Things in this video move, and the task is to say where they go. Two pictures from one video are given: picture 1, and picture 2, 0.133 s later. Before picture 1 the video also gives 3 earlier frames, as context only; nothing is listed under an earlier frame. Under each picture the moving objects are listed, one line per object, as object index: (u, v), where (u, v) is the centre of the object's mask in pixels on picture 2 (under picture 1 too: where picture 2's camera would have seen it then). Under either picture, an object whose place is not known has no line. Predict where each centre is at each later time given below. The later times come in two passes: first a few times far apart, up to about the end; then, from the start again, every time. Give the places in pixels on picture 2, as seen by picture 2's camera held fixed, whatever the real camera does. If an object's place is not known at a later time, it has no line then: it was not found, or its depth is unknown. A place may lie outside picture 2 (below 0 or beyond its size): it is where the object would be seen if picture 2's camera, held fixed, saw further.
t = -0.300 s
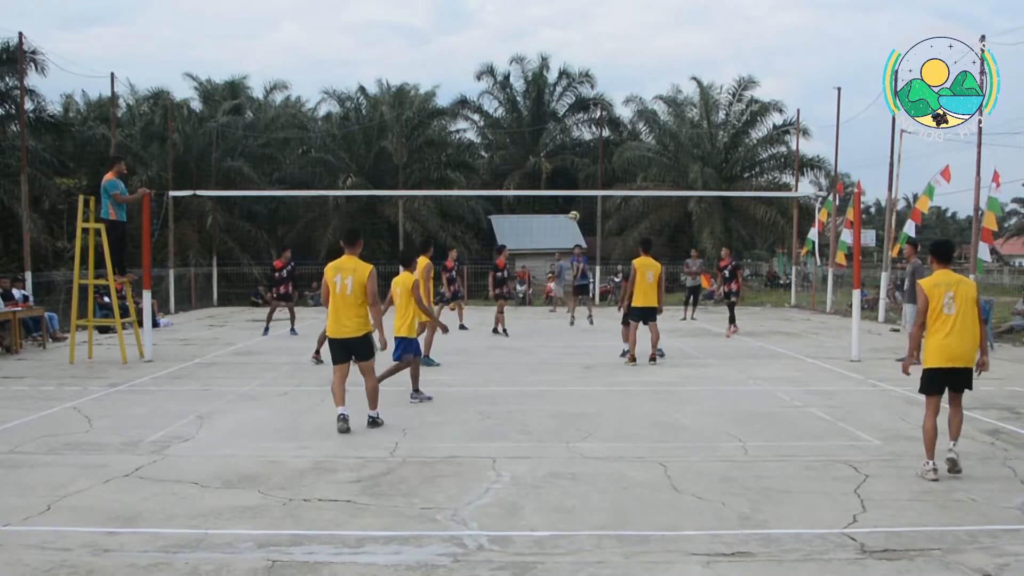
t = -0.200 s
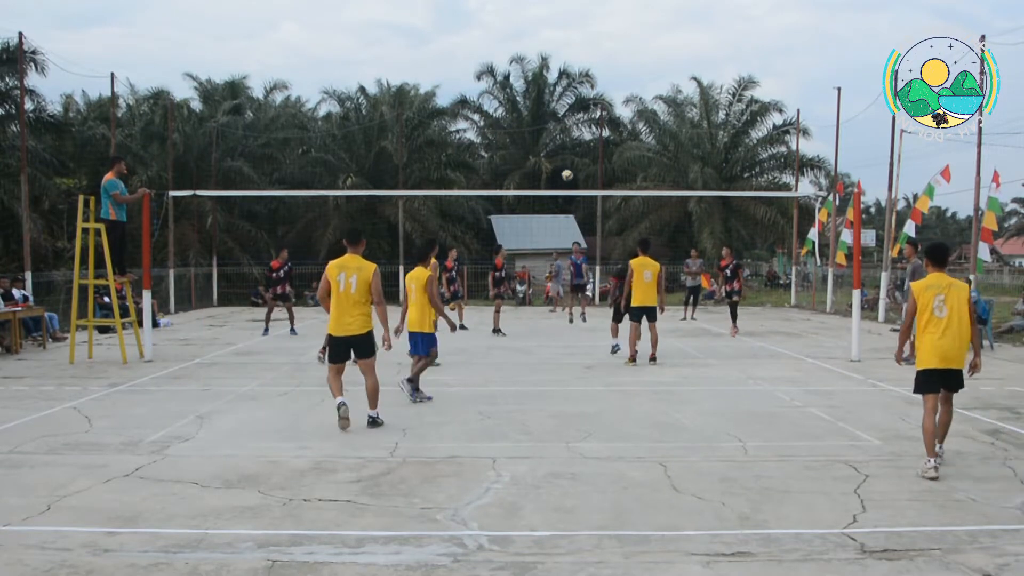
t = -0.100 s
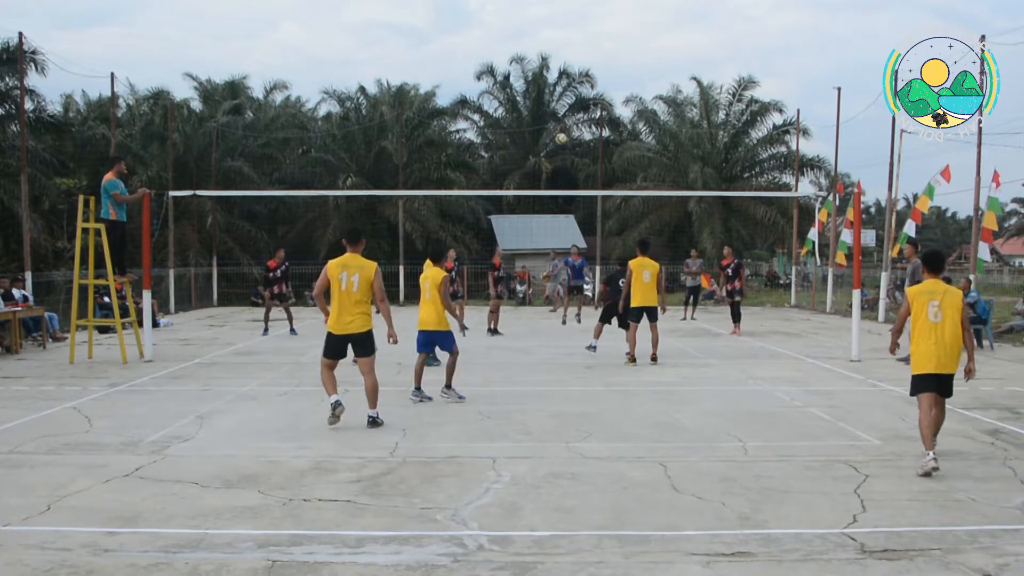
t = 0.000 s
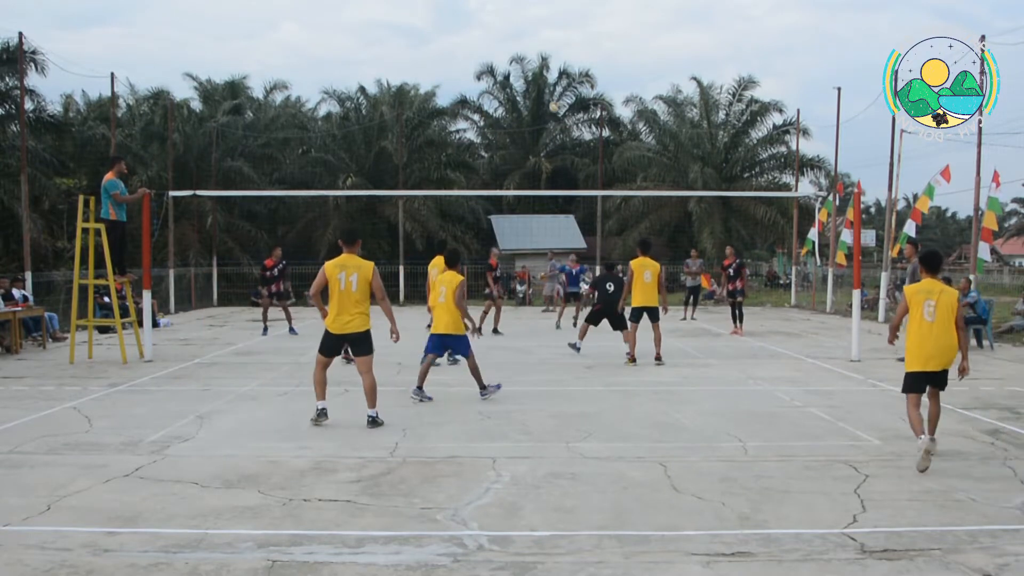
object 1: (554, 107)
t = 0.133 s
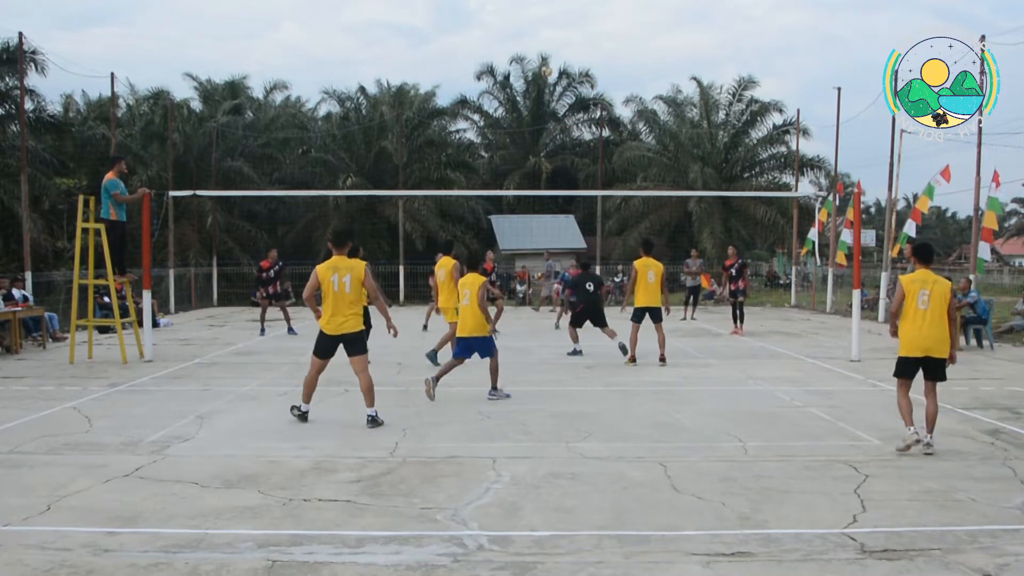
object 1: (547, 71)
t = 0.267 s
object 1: (538, 44)
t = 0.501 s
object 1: (525, 18)
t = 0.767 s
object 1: (508, 23)
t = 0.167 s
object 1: (545, 63)
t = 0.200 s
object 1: (542, 56)
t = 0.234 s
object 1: (541, 50)
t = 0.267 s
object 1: (538, 44)
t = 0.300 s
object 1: (537, 39)
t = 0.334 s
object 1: (535, 34)
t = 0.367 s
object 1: (533, 29)
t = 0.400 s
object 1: (531, 26)
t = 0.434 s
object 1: (529, 23)
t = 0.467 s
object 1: (527, 21)
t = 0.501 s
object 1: (525, 18)
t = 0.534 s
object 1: (523, 17)
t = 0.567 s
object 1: (521, 16)
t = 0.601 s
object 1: (519, 16)
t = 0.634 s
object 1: (517, 16)
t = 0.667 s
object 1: (514, 16)
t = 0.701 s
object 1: (513, 18)
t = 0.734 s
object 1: (510, 20)
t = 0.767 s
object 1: (508, 23)
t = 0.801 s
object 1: (506, 27)
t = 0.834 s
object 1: (504, 31)
